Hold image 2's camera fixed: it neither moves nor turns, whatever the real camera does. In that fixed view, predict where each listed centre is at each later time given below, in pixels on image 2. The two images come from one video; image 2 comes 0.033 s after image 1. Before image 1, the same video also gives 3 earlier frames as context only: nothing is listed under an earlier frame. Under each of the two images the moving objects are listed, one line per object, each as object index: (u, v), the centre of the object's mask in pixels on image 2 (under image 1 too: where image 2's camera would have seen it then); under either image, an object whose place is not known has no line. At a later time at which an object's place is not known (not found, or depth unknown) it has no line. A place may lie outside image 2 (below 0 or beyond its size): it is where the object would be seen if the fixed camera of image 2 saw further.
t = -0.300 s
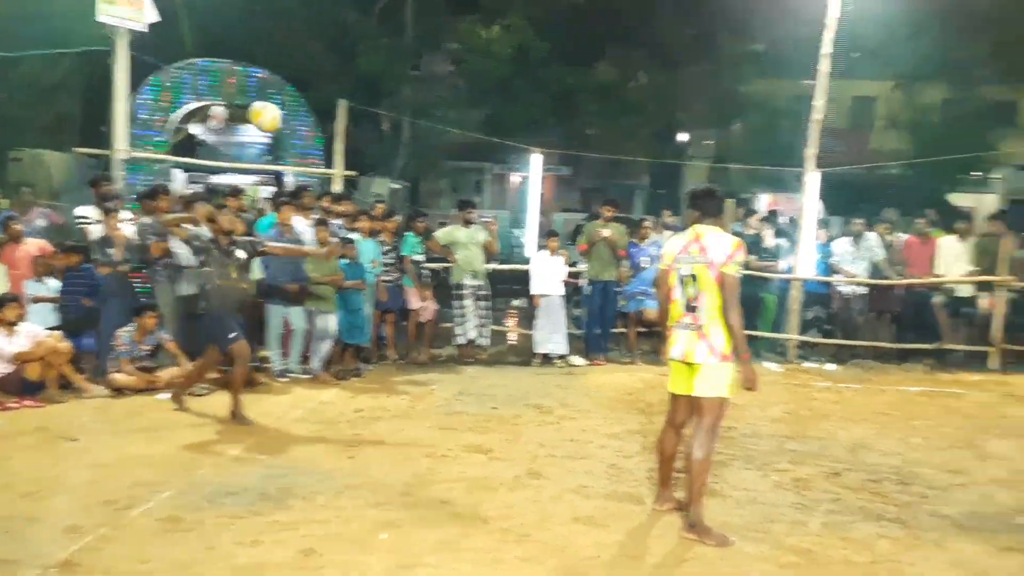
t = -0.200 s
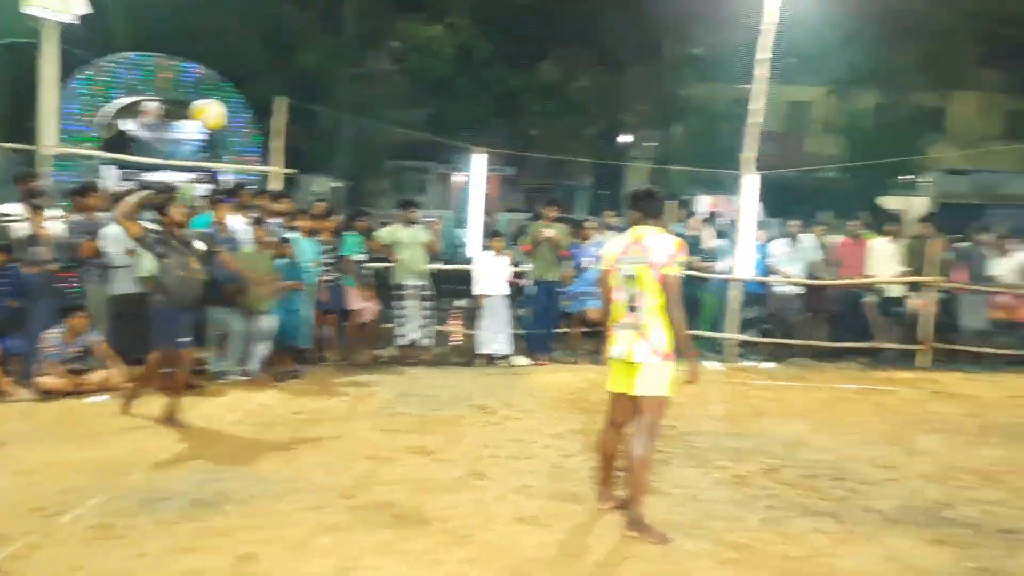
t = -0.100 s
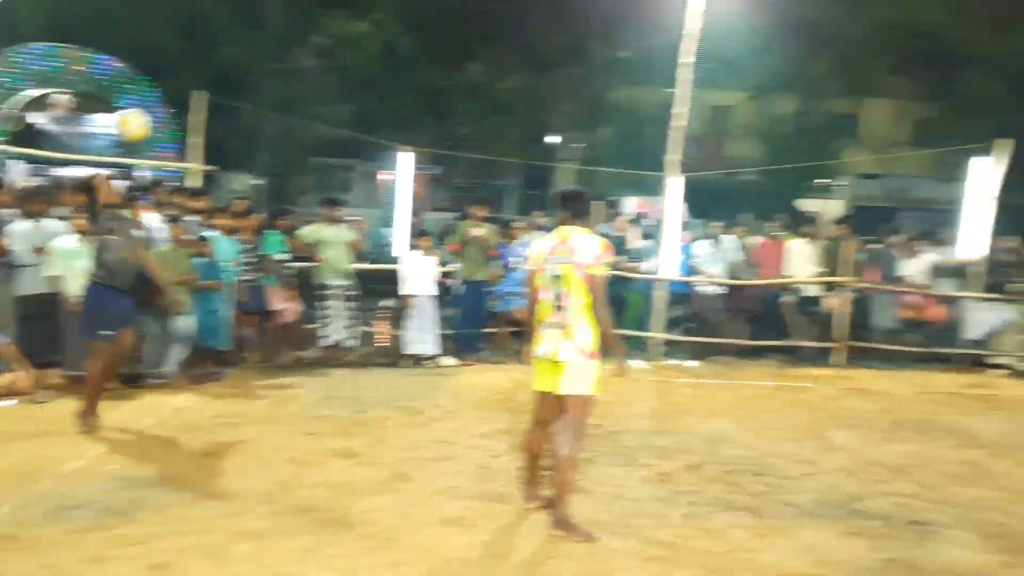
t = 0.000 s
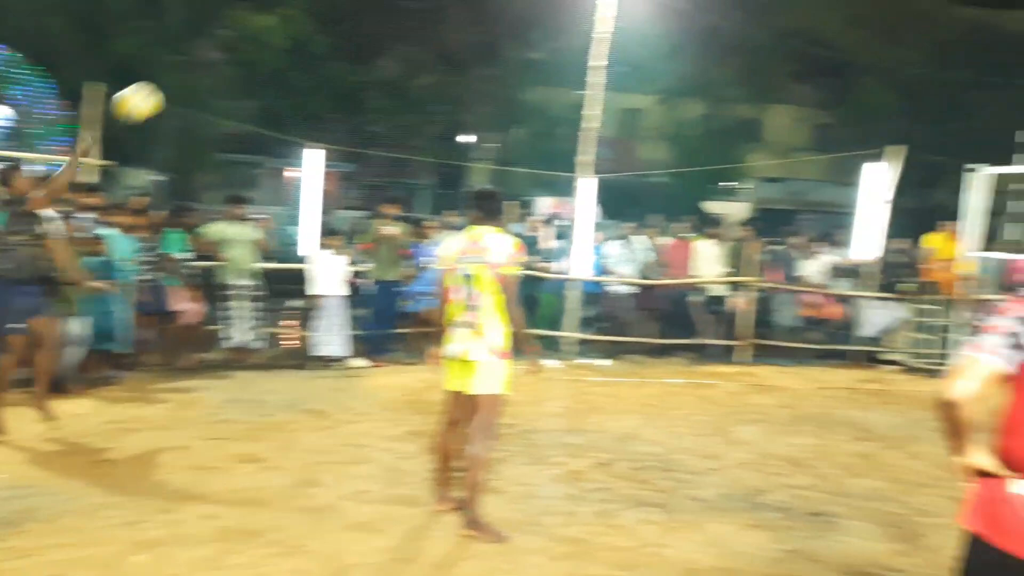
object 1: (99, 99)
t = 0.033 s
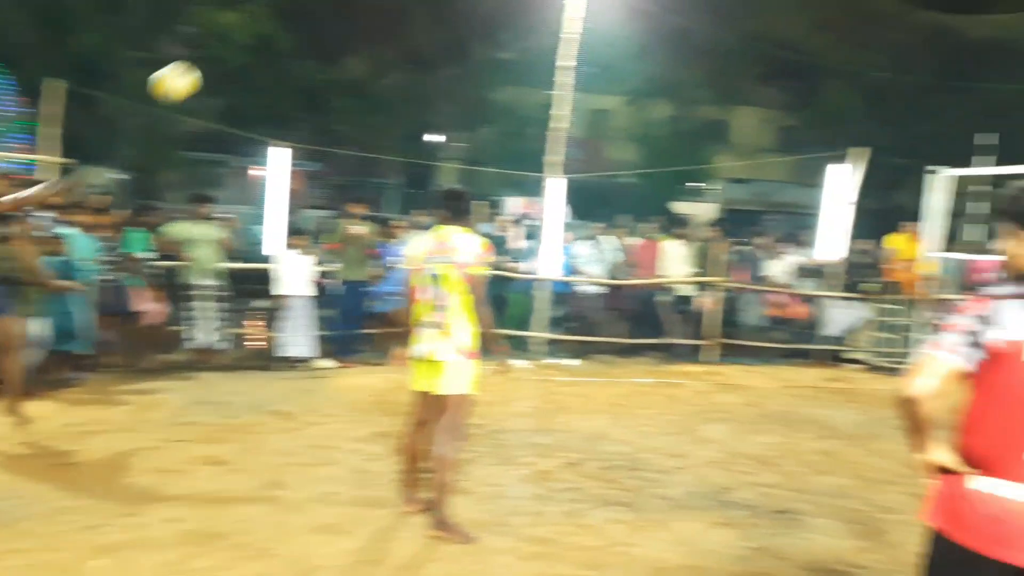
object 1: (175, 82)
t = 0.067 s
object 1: (248, 67)
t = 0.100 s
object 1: (321, 52)
